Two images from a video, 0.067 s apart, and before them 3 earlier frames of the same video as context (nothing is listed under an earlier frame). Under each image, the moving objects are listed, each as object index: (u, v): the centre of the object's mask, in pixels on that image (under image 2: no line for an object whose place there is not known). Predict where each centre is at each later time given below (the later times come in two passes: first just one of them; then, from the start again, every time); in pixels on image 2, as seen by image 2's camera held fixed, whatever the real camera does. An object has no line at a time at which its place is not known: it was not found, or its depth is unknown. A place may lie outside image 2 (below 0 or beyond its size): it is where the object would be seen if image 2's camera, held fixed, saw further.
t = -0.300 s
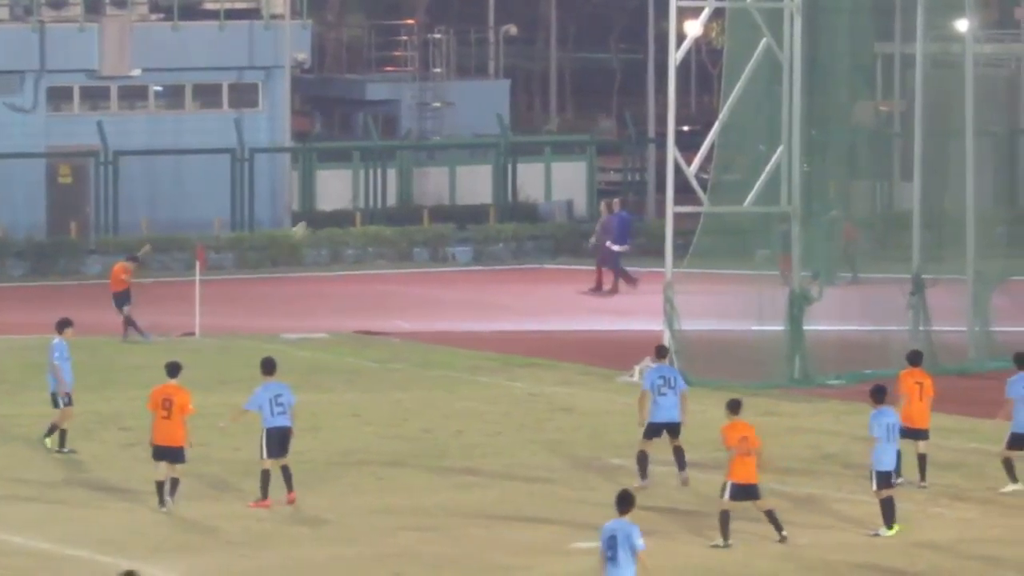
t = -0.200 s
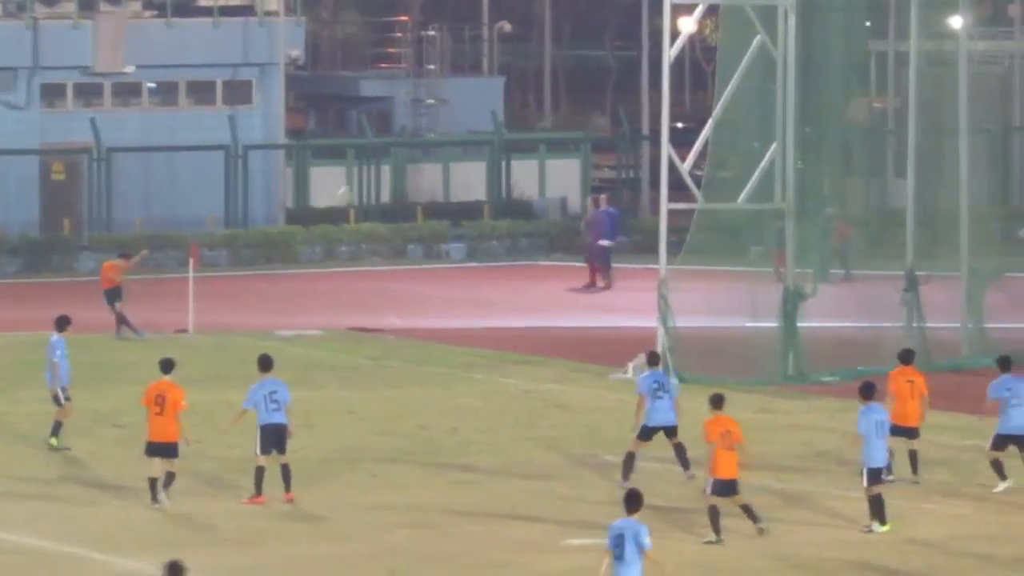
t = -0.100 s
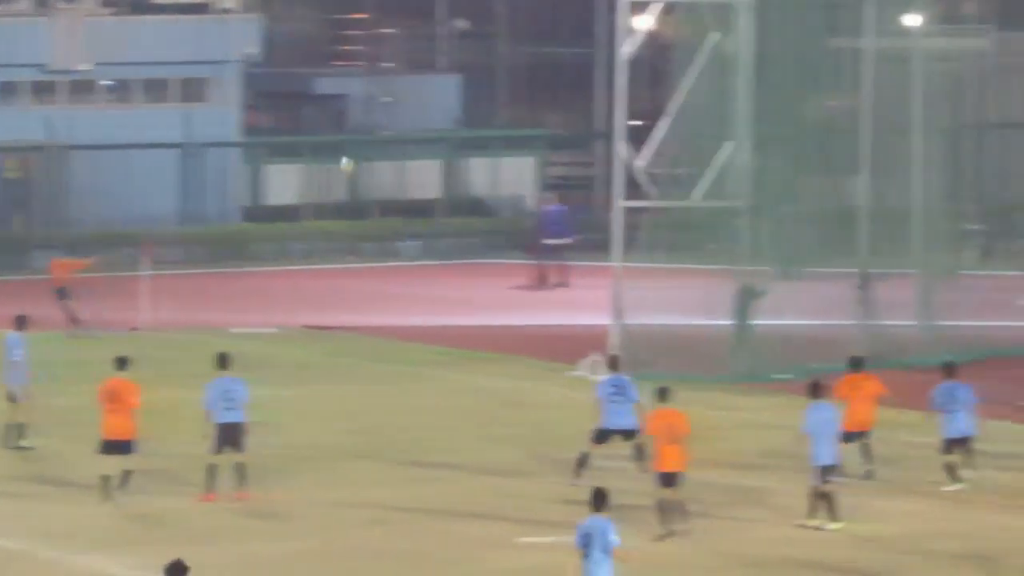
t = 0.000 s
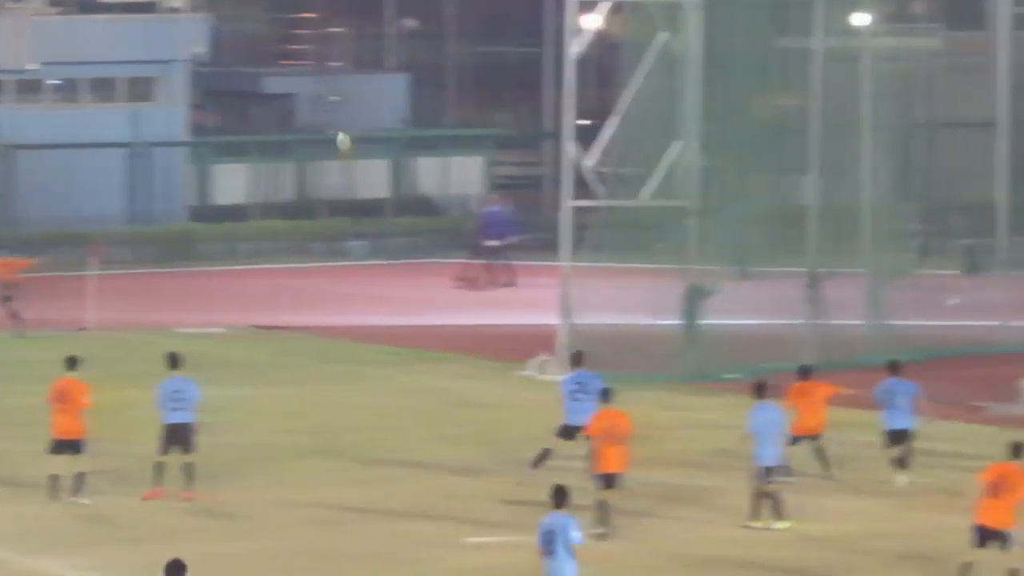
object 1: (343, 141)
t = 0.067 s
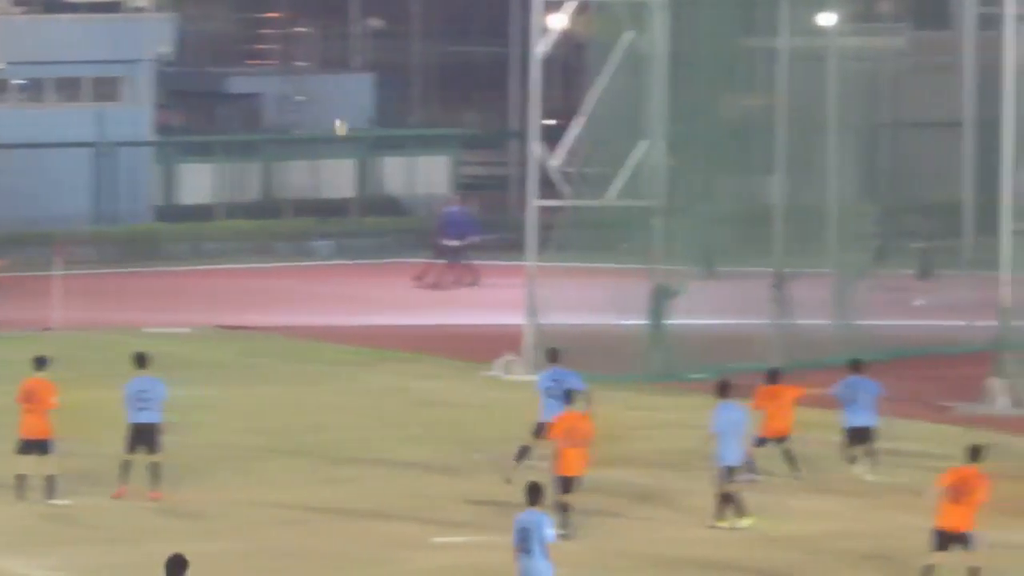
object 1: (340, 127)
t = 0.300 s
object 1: (438, 99)
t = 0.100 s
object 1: (356, 121)
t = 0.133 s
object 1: (372, 117)
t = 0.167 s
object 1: (385, 111)
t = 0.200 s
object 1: (399, 107)
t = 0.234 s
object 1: (412, 104)
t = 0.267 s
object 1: (426, 101)
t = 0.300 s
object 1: (438, 99)
